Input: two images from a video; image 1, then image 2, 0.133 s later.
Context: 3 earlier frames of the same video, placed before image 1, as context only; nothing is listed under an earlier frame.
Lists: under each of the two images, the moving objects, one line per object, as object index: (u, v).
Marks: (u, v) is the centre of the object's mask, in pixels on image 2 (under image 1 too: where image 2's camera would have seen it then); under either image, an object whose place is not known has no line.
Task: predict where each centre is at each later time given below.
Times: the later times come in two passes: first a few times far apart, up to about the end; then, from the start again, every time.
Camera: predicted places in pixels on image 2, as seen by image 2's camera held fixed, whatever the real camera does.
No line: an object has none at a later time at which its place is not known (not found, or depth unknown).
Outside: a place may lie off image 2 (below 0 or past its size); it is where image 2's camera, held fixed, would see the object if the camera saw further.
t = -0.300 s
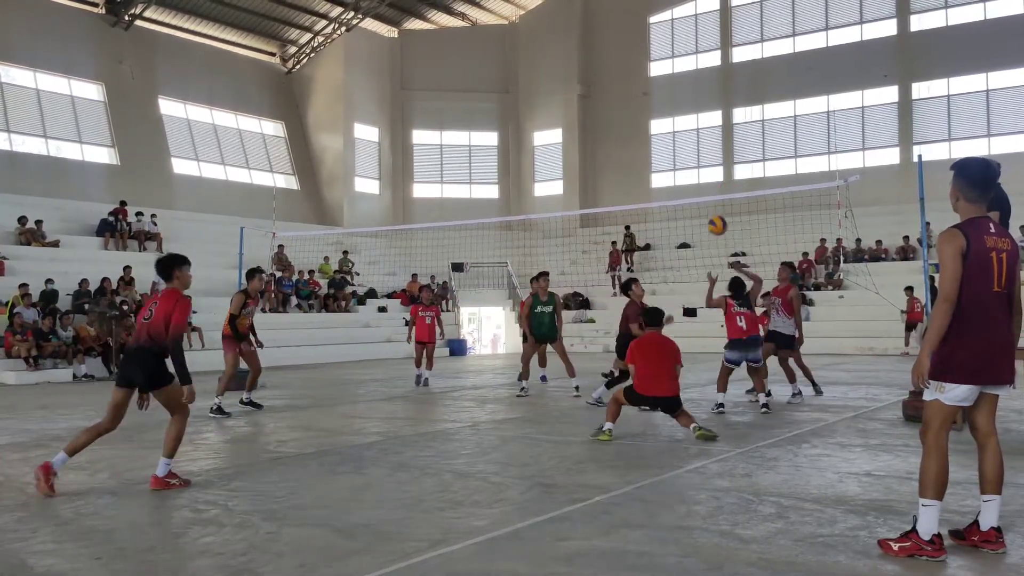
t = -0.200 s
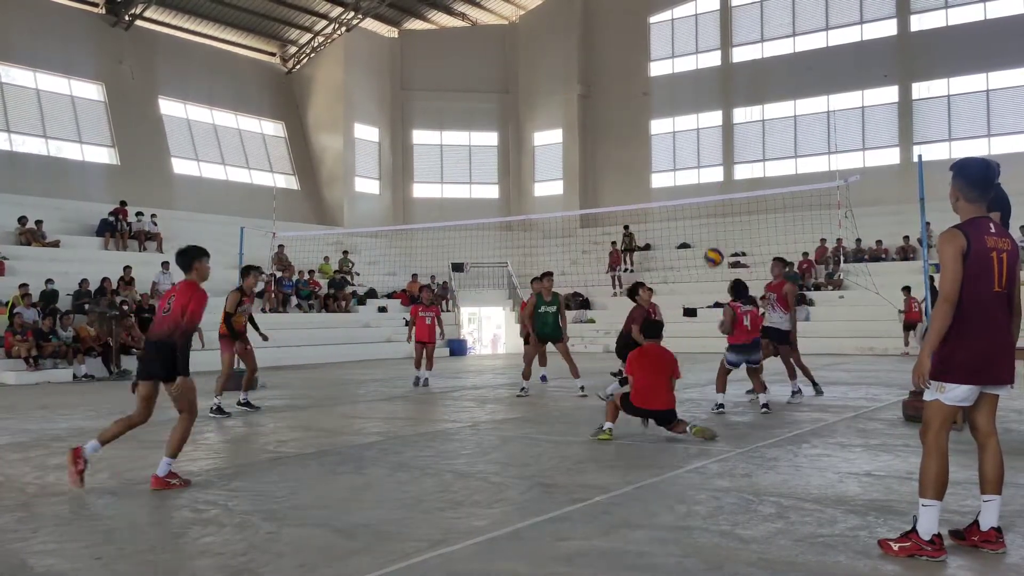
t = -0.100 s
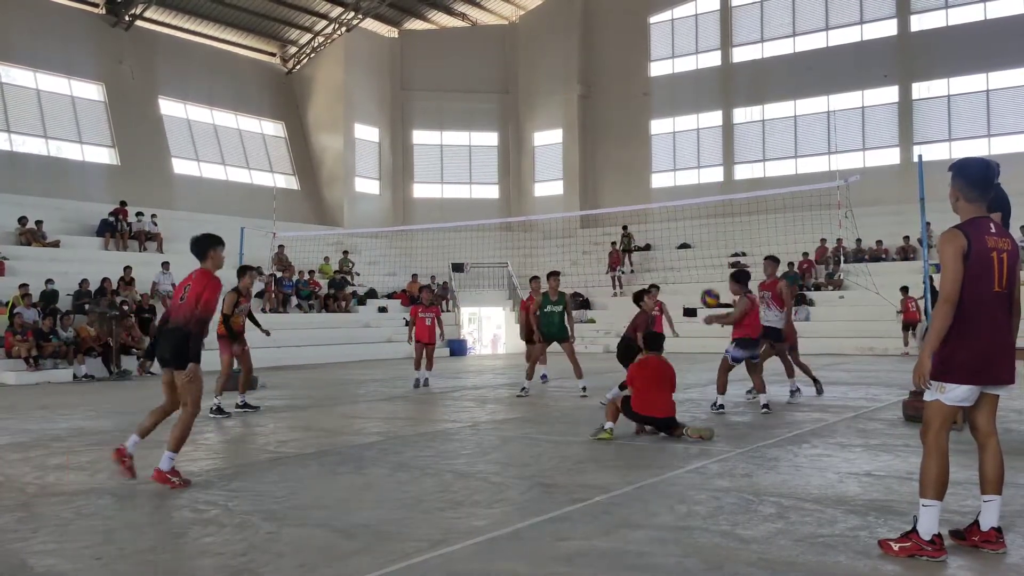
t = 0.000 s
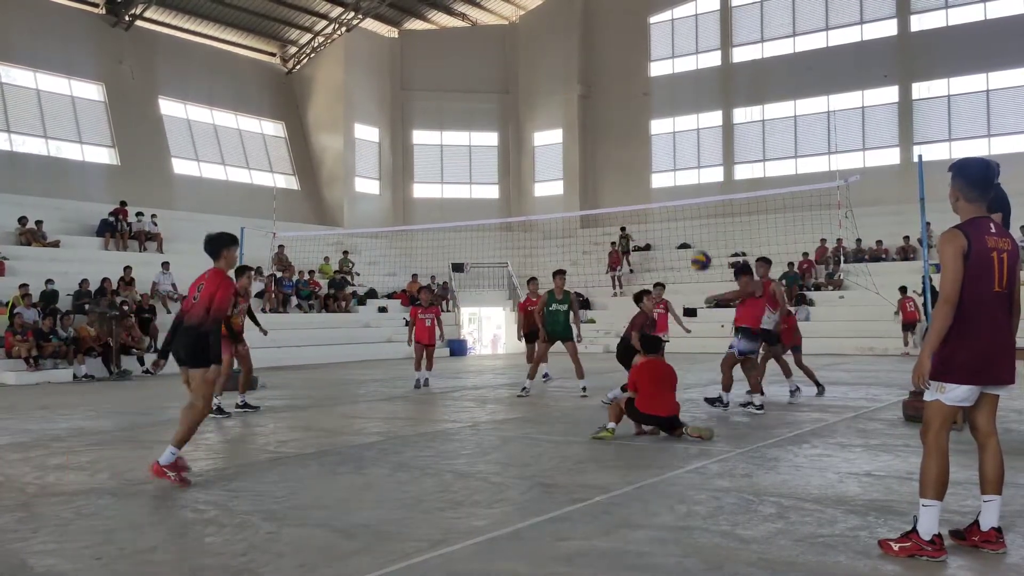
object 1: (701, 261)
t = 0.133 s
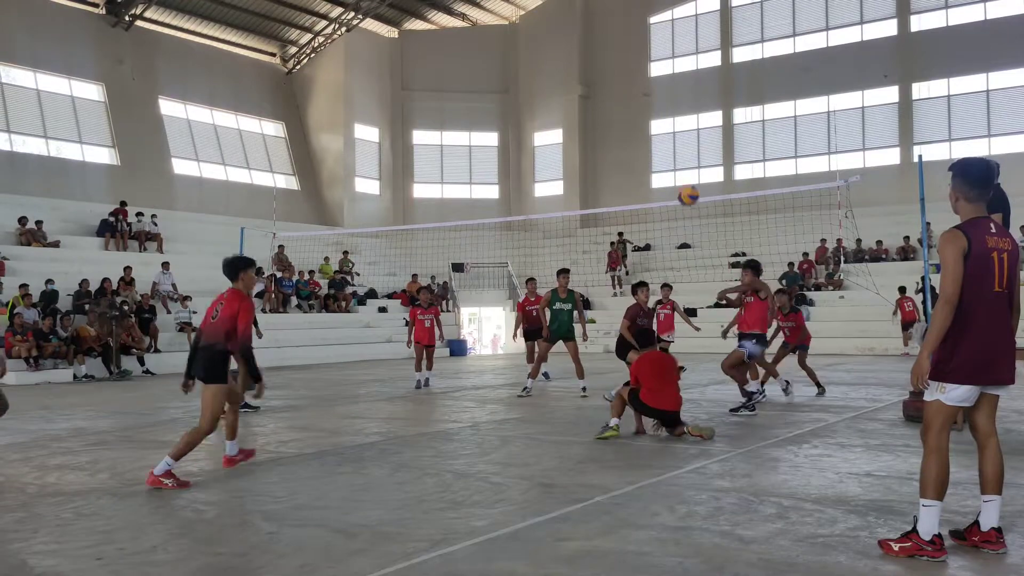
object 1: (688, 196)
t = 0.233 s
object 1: (676, 153)
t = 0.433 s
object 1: (650, 91)
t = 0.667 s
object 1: (610, 73)
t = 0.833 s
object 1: (575, 113)
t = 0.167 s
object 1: (684, 180)
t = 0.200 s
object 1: (680, 165)
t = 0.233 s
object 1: (676, 153)
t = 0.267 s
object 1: (672, 141)
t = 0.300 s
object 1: (668, 128)
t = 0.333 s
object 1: (664, 117)
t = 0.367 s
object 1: (659, 107)
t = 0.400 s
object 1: (655, 99)
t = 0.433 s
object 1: (650, 91)
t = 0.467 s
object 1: (645, 85)
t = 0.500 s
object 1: (640, 79)
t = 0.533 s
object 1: (634, 75)
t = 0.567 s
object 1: (628, 72)
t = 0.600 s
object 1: (623, 71)
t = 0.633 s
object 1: (617, 71)
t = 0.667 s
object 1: (610, 73)
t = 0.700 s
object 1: (604, 76)
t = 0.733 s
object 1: (597, 83)
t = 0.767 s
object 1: (590, 90)
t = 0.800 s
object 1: (583, 100)
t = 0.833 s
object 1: (575, 113)
